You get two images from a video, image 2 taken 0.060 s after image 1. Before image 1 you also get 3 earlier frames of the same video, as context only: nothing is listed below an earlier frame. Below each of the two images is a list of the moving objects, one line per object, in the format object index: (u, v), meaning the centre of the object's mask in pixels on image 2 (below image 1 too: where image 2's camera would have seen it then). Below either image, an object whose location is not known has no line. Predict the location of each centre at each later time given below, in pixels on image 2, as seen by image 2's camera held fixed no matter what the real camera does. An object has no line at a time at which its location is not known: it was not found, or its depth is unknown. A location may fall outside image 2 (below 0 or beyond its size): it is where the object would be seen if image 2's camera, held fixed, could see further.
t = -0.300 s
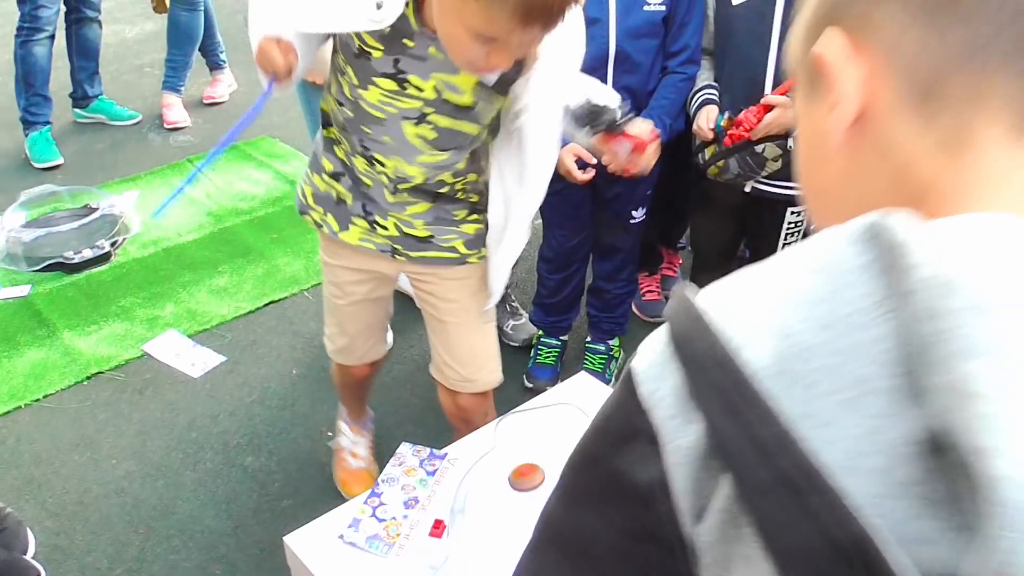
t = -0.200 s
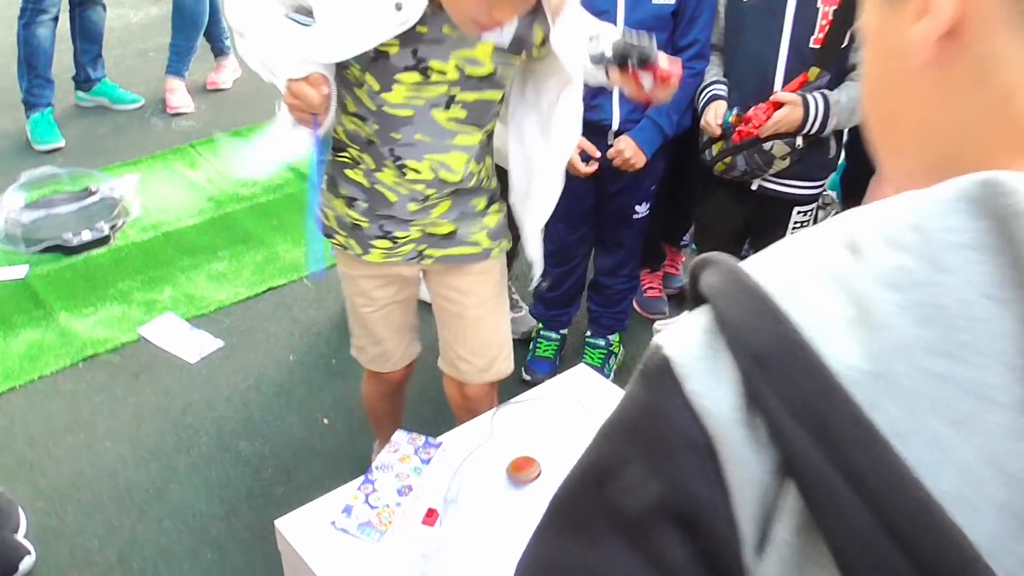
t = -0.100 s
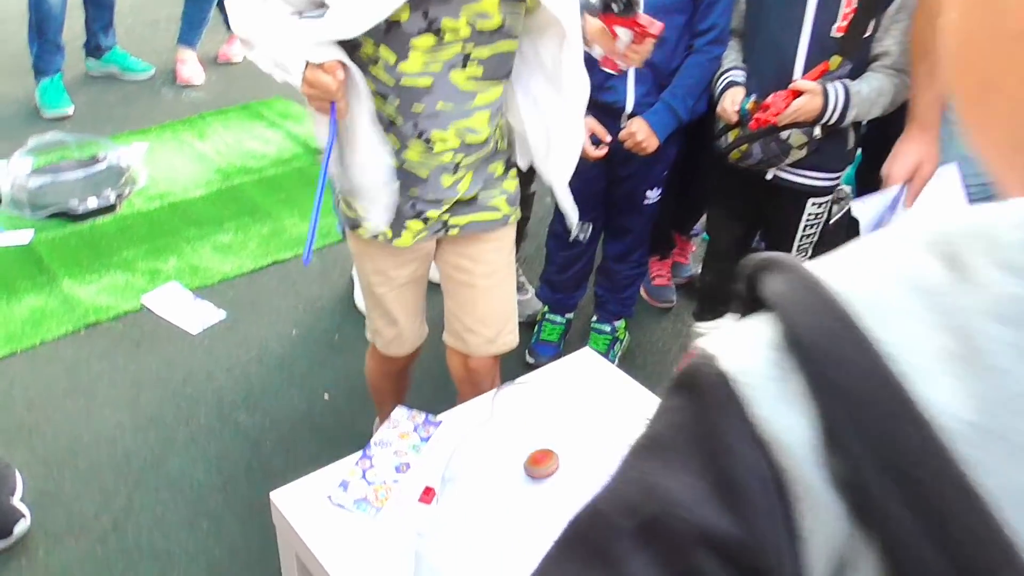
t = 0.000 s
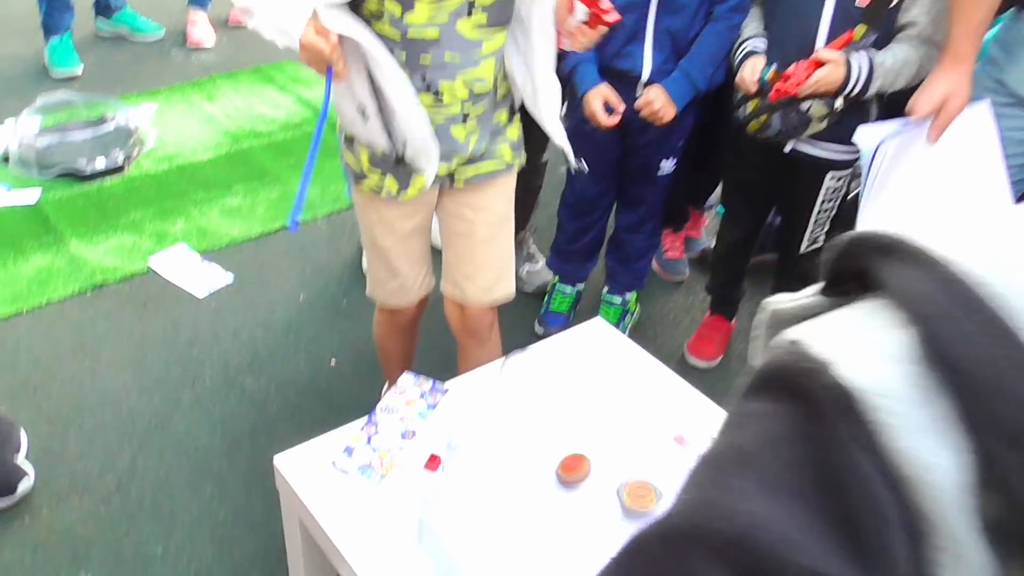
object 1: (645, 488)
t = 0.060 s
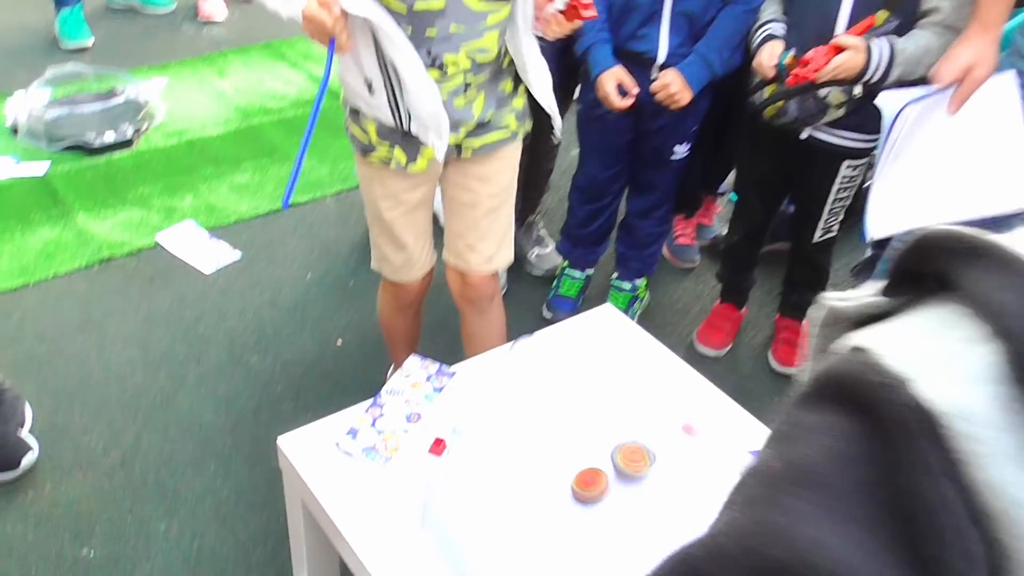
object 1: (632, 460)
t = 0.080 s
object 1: (627, 452)
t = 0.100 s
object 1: (621, 444)
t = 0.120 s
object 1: (616, 437)
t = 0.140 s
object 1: (610, 432)
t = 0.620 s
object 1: (540, 496)
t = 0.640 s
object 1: (546, 499)
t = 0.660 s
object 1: (553, 503)
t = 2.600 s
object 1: (558, 487)
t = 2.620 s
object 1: (555, 485)
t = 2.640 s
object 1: (552, 483)
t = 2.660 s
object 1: (549, 482)
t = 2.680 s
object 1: (547, 481)
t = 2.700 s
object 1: (545, 481)
